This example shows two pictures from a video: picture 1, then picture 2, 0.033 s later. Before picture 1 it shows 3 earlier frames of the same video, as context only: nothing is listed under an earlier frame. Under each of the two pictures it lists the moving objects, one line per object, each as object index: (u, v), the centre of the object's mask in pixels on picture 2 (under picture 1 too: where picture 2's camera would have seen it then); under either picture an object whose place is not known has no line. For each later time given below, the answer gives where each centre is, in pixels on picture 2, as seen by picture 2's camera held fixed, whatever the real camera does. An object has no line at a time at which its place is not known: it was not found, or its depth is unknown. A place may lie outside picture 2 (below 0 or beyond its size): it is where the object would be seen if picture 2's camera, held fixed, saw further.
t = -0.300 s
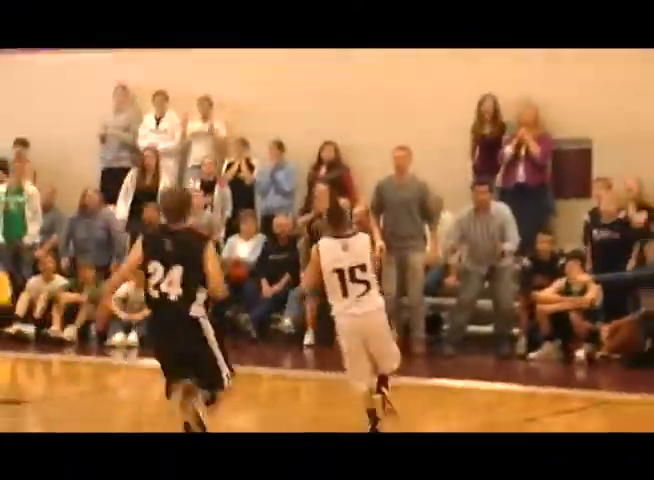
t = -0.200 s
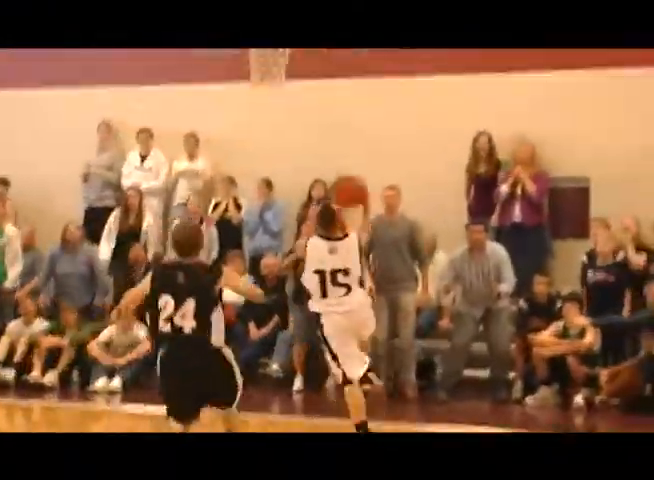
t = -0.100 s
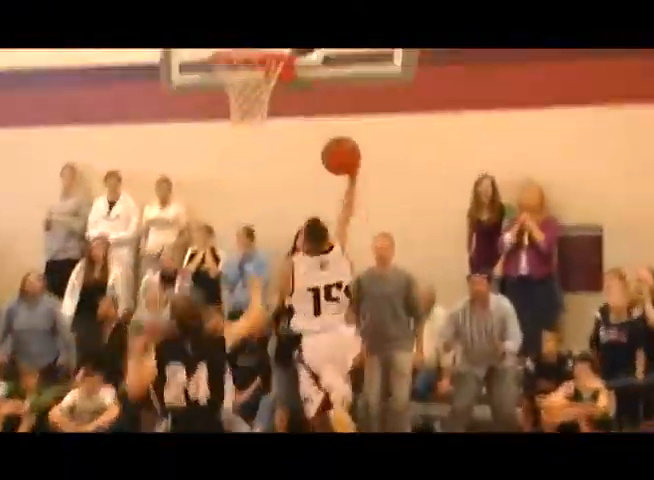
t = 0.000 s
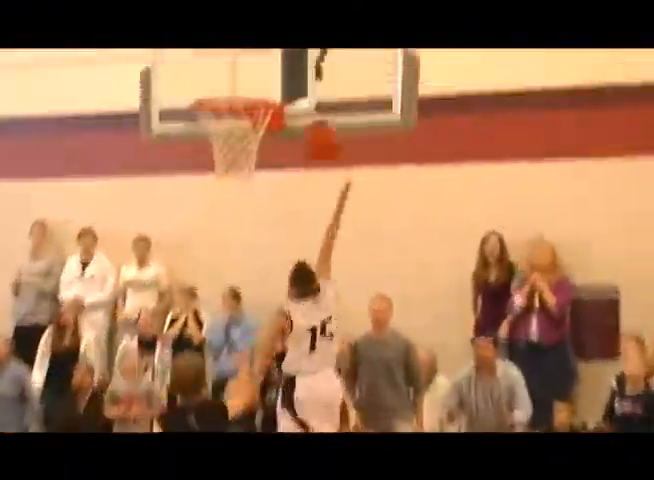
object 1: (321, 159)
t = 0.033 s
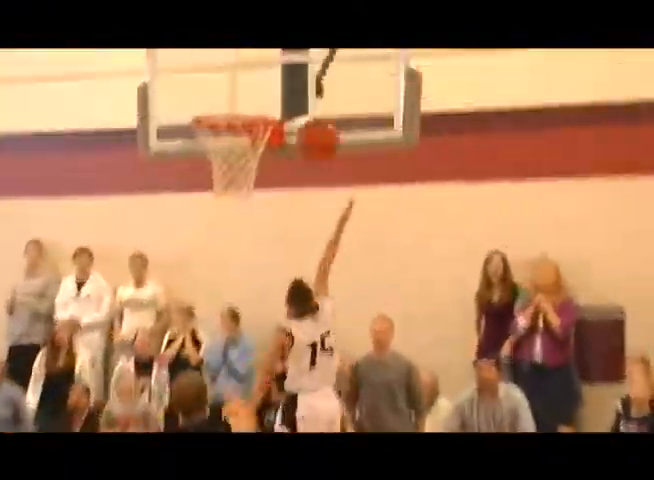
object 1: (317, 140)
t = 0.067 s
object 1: (313, 122)
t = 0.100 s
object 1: (309, 107)
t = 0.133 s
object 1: (305, 95)
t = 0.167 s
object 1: (303, 83)
